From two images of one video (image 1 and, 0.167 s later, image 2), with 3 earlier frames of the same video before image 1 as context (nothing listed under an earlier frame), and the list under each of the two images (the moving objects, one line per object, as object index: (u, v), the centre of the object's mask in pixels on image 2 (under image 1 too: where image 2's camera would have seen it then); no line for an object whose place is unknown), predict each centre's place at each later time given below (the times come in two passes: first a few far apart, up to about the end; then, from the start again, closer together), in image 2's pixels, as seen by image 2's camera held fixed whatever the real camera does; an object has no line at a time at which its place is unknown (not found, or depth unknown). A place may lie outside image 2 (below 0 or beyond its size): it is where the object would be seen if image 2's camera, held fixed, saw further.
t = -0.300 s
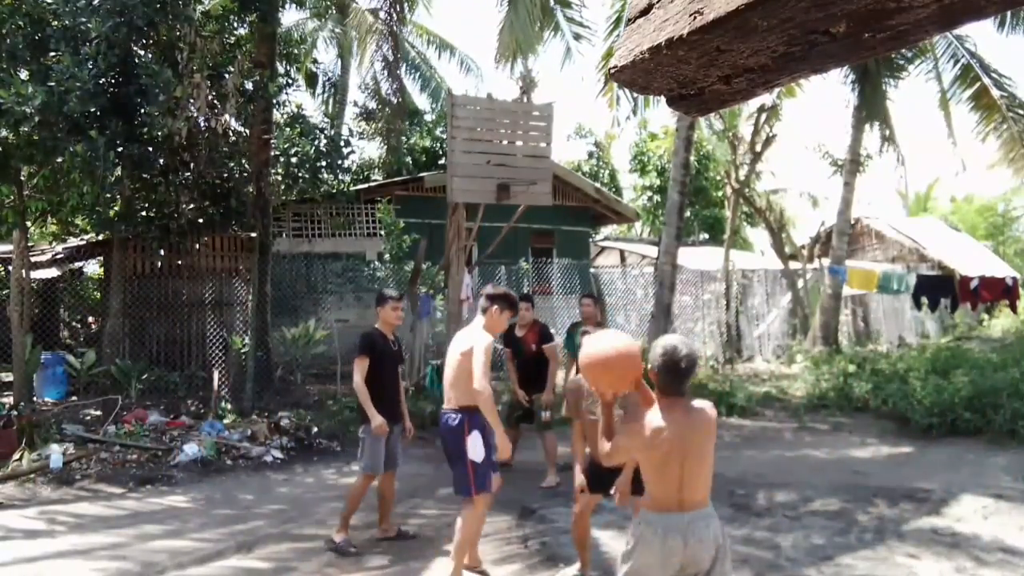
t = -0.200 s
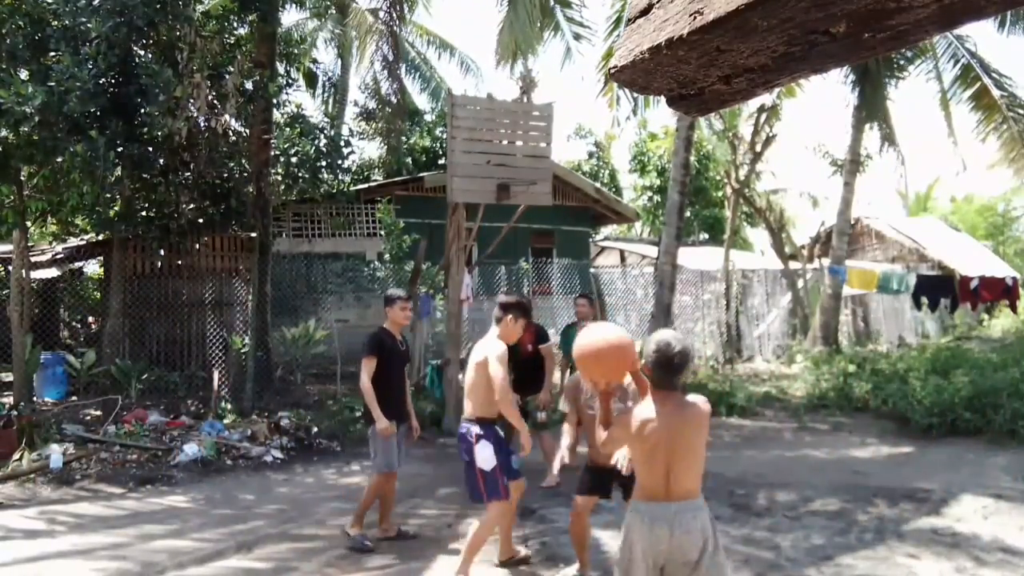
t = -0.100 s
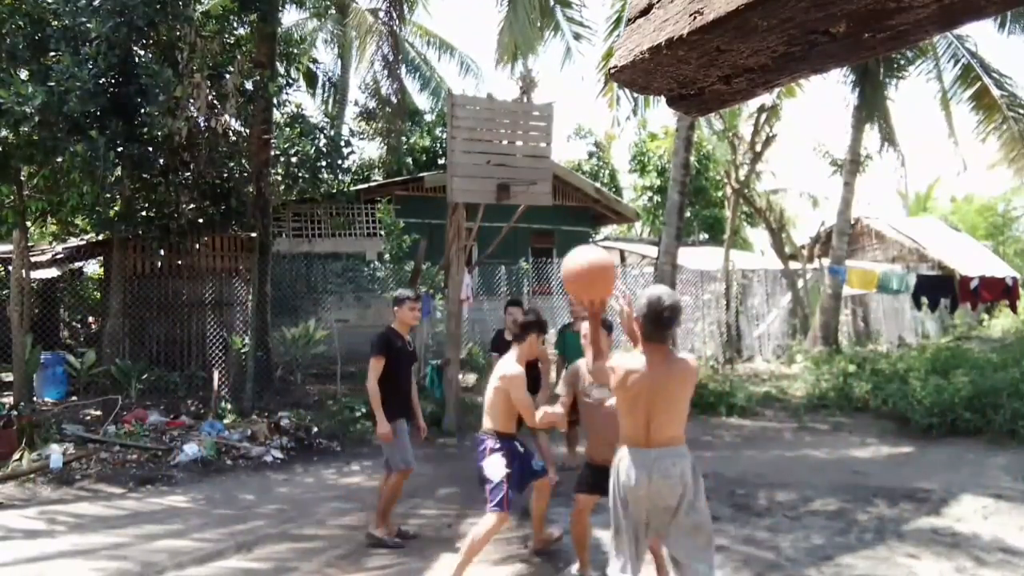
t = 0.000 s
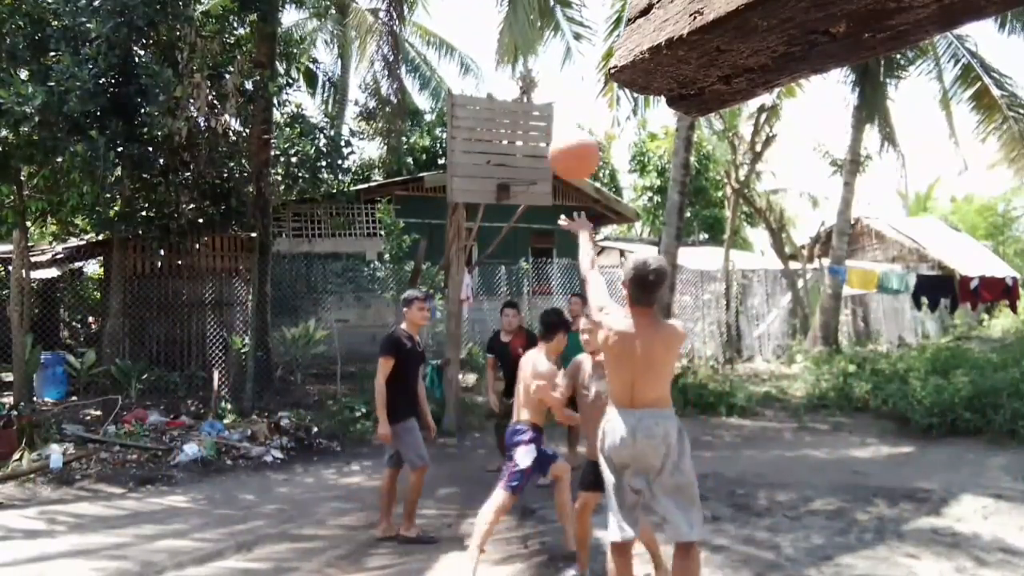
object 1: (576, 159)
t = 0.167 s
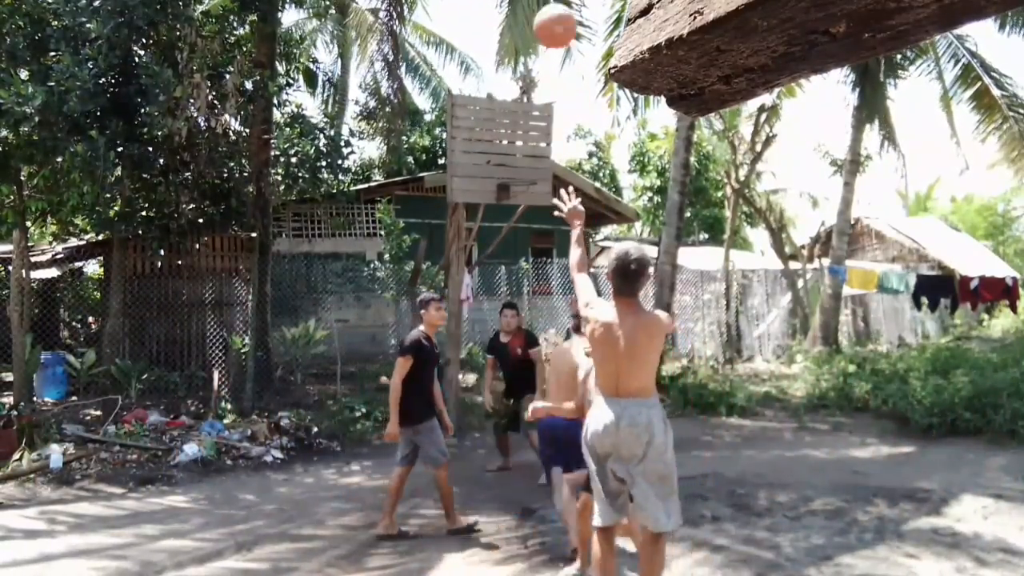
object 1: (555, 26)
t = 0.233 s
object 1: (549, 9)
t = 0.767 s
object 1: (524, 32)
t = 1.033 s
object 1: (519, 151)
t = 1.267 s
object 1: (515, 282)
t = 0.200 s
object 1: (552, 15)
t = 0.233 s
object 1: (549, 9)
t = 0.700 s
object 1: (526, 12)
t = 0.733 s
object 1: (525, 20)
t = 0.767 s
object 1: (524, 32)
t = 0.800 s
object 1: (523, 44)
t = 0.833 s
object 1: (522, 56)
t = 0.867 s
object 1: (521, 71)
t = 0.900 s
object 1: (521, 86)
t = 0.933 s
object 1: (520, 101)
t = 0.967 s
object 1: (520, 116)
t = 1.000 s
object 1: (519, 134)
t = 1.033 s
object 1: (519, 151)
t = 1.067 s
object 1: (518, 167)
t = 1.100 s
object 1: (518, 187)
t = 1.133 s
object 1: (516, 204)
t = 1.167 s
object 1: (516, 222)
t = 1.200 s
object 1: (516, 242)
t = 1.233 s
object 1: (515, 262)
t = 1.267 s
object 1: (515, 282)
